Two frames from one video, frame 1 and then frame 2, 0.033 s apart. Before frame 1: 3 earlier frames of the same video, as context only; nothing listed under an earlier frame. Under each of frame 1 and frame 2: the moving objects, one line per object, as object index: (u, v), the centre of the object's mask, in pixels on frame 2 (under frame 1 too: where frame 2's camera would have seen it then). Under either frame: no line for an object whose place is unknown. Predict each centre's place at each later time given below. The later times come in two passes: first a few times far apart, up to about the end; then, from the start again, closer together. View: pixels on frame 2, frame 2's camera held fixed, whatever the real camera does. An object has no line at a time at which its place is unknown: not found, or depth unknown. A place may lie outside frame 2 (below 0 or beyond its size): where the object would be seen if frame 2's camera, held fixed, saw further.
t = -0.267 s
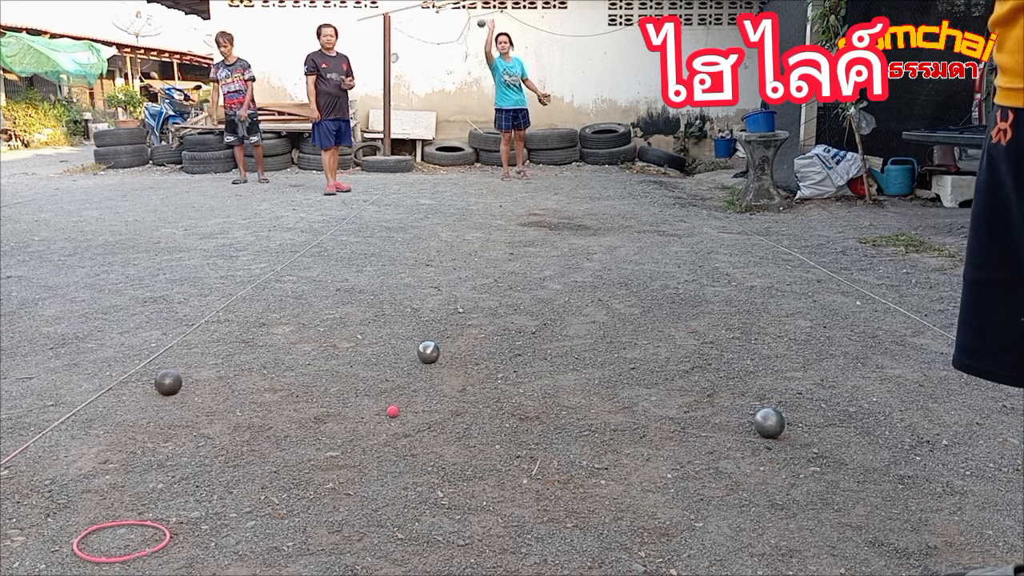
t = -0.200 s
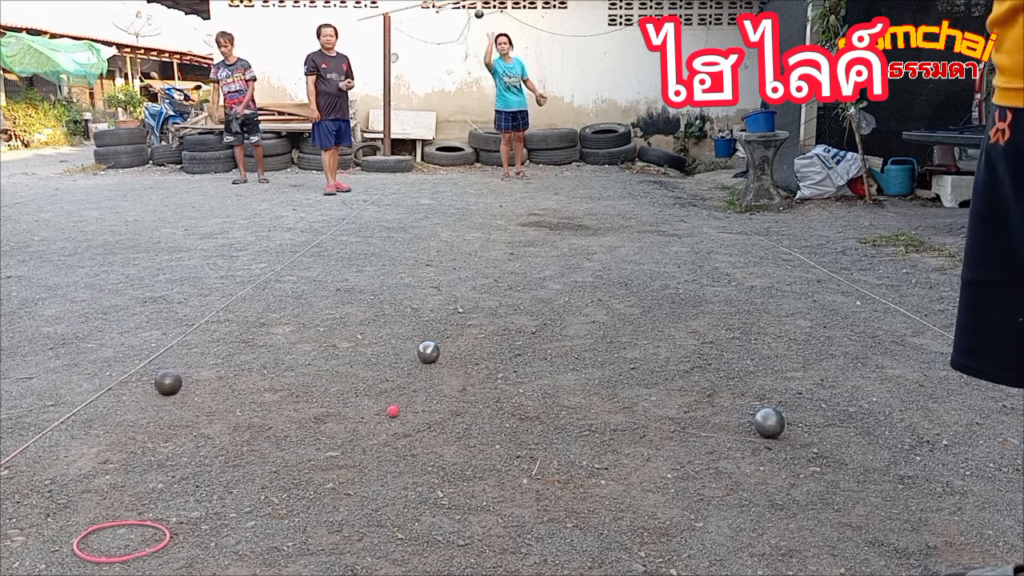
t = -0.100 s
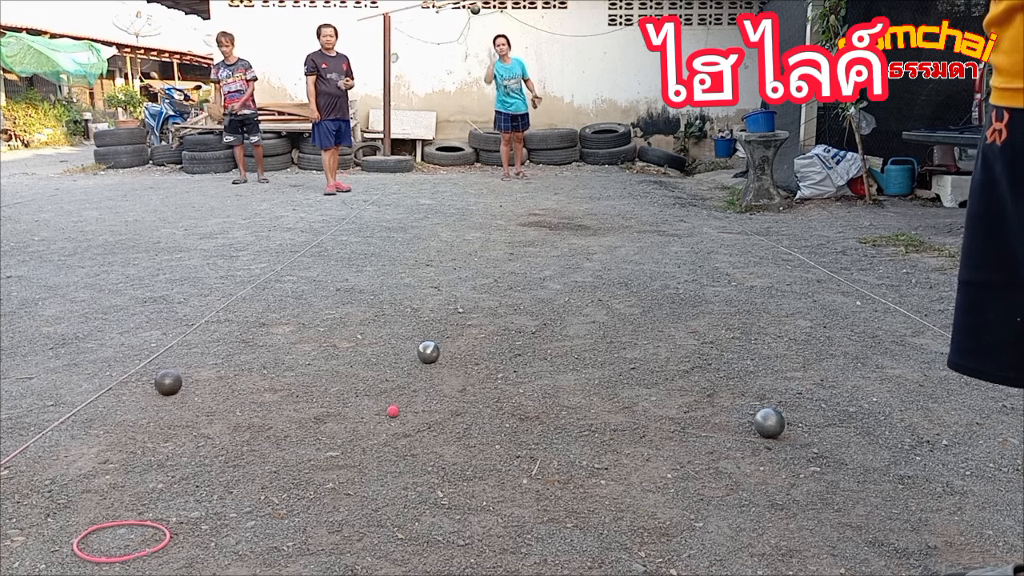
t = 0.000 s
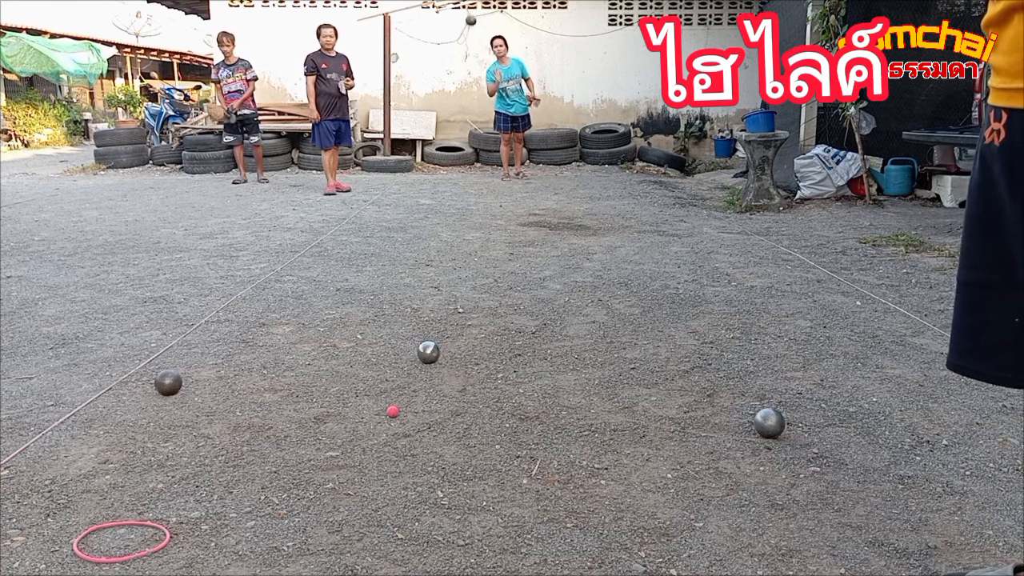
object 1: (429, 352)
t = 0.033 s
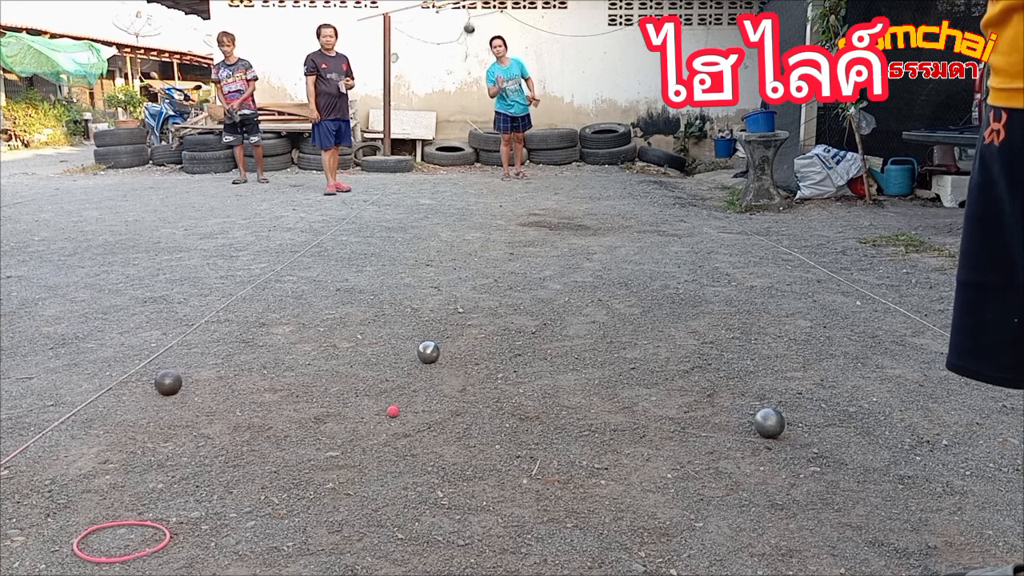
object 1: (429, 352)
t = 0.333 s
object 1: (429, 352)
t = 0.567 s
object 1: (435, 367)
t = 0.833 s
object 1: (464, 433)
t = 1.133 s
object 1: (490, 507)
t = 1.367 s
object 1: (525, 561)
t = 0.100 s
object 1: (429, 352)
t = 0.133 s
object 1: (429, 352)
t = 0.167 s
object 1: (429, 352)
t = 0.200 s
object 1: (429, 352)
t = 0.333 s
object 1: (429, 352)
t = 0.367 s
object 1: (428, 352)
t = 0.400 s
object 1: (429, 352)
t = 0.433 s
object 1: (429, 352)
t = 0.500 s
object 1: (429, 351)
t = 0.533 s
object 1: (433, 358)
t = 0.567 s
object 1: (435, 367)
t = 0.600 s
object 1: (439, 375)
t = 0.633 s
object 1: (442, 383)
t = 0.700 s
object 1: (450, 400)
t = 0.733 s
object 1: (455, 410)
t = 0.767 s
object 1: (458, 418)
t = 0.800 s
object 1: (461, 425)
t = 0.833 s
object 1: (464, 433)
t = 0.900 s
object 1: (470, 448)
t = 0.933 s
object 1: (472, 456)
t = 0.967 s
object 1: (475, 462)
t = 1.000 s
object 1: (478, 472)
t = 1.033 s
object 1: (480, 479)
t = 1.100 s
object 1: (487, 500)
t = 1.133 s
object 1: (490, 507)
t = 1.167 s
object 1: (494, 516)
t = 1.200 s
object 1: (499, 525)
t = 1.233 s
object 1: (505, 533)
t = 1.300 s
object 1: (516, 547)
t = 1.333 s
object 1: (520, 554)
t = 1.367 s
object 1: (525, 561)
